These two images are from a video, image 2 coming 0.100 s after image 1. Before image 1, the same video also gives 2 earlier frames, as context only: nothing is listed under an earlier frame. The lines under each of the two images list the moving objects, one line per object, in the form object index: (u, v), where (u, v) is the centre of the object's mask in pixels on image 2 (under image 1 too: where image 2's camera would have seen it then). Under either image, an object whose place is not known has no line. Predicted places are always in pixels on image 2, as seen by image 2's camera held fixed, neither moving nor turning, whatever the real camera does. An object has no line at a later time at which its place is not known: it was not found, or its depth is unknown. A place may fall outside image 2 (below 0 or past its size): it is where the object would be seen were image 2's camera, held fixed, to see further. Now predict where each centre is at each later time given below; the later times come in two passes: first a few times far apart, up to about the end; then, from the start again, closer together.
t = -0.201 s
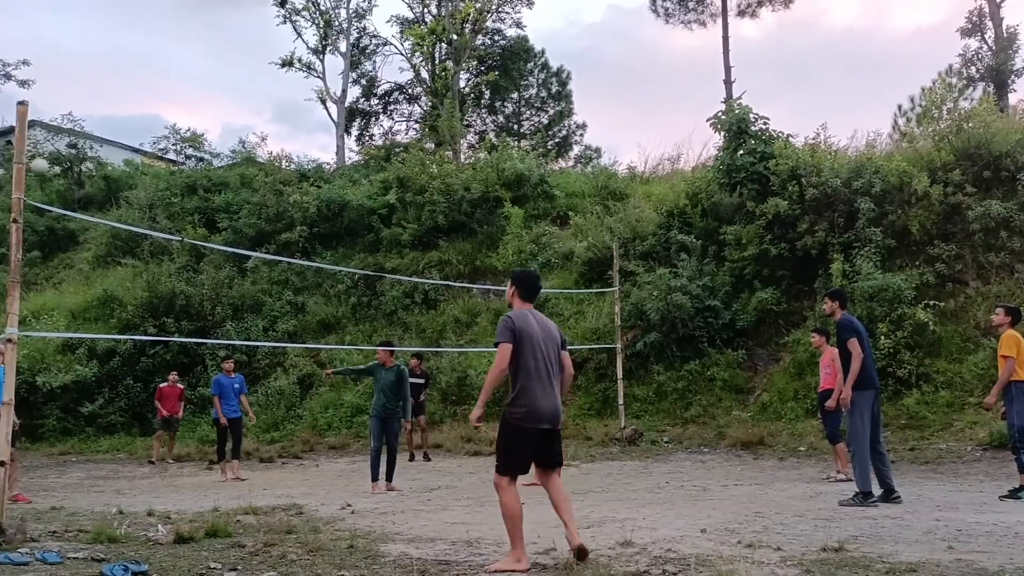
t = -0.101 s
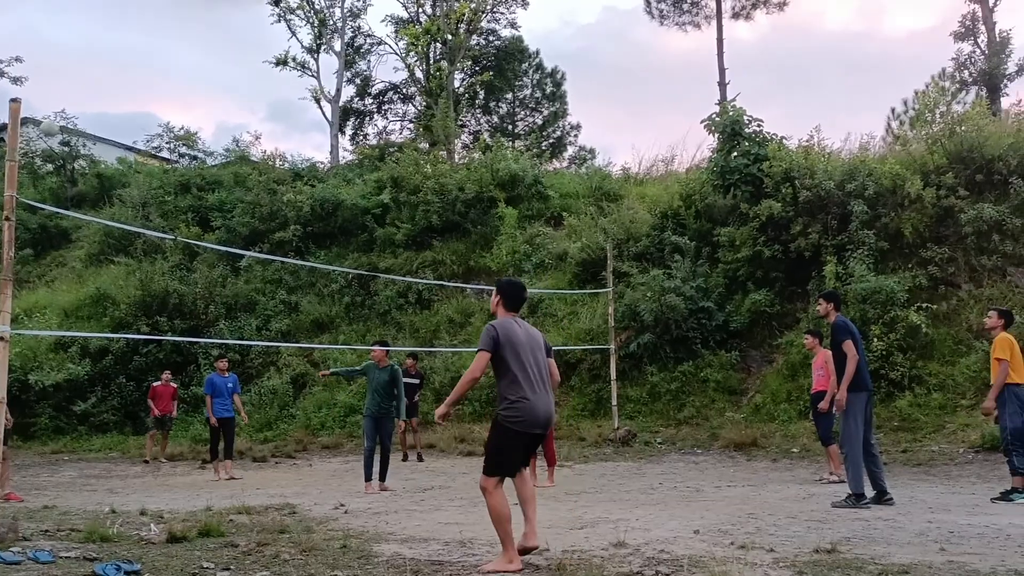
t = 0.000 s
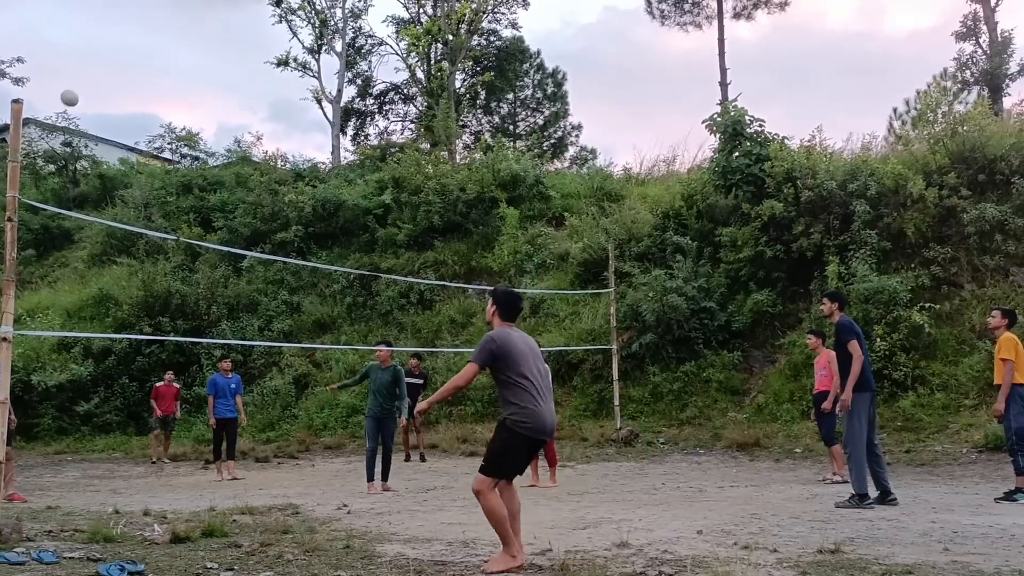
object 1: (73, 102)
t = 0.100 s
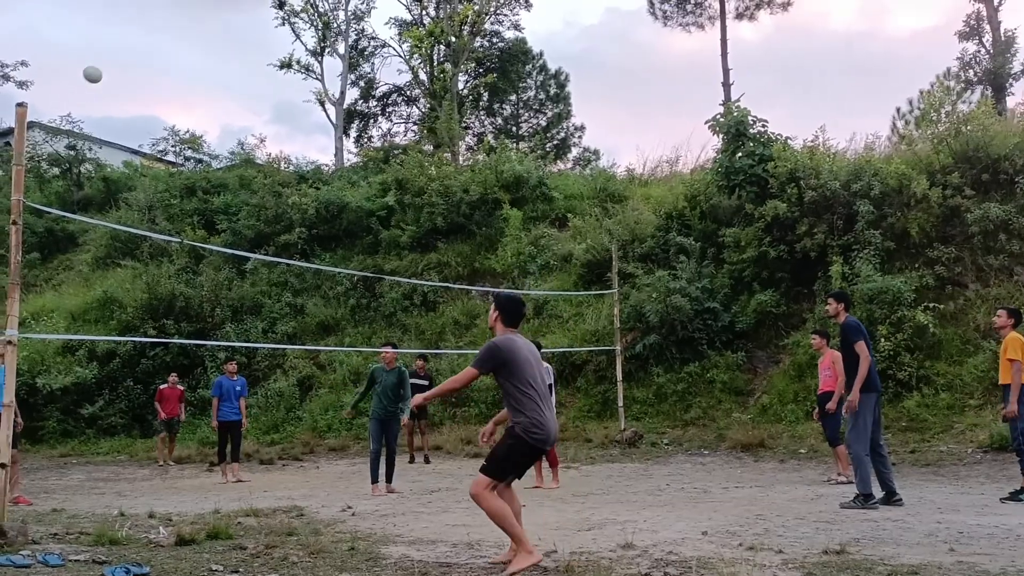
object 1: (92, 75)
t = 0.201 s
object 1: (112, 53)
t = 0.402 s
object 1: (157, 32)
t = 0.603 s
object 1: (212, 49)
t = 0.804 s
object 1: (283, 121)
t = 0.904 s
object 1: (328, 188)
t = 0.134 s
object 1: (99, 67)
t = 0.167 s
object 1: (106, 59)
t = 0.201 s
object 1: (112, 53)
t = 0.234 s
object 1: (119, 48)
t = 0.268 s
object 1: (126, 43)
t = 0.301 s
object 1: (134, 39)
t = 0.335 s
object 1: (141, 36)
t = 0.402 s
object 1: (157, 32)
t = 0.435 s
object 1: (165, 32)
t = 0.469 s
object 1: (174, 33)
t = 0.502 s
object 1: (183, 35)
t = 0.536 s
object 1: (192, 38)
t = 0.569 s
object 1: (202, 43)
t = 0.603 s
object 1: (212, 49)
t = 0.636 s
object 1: (222, 56)
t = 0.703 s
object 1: (245, 76)
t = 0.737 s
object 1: (256, 89)
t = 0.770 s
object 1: (269, 104)
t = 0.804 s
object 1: (283, 121)
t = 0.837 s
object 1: (297, 140)
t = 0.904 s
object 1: (328, 188)
